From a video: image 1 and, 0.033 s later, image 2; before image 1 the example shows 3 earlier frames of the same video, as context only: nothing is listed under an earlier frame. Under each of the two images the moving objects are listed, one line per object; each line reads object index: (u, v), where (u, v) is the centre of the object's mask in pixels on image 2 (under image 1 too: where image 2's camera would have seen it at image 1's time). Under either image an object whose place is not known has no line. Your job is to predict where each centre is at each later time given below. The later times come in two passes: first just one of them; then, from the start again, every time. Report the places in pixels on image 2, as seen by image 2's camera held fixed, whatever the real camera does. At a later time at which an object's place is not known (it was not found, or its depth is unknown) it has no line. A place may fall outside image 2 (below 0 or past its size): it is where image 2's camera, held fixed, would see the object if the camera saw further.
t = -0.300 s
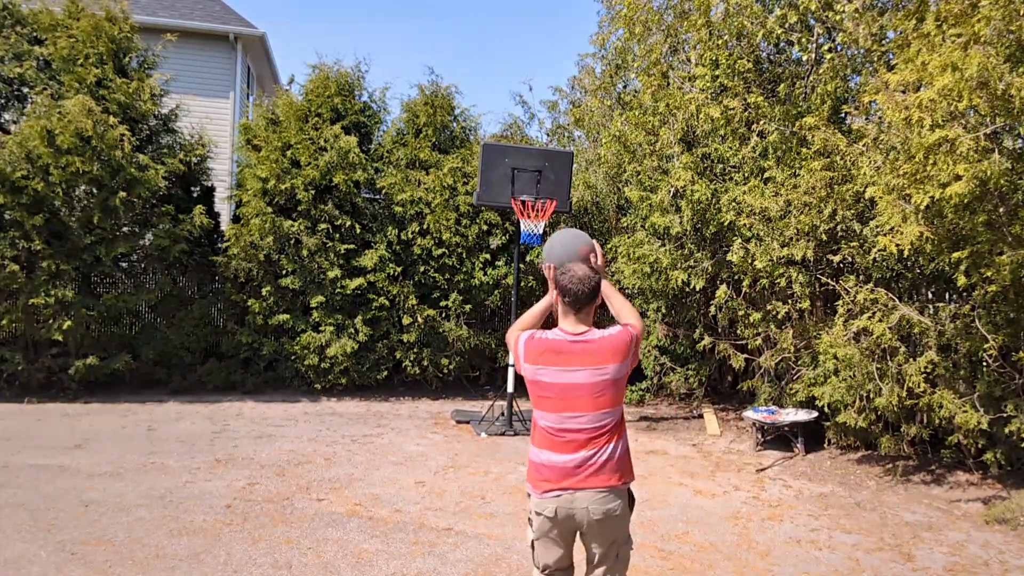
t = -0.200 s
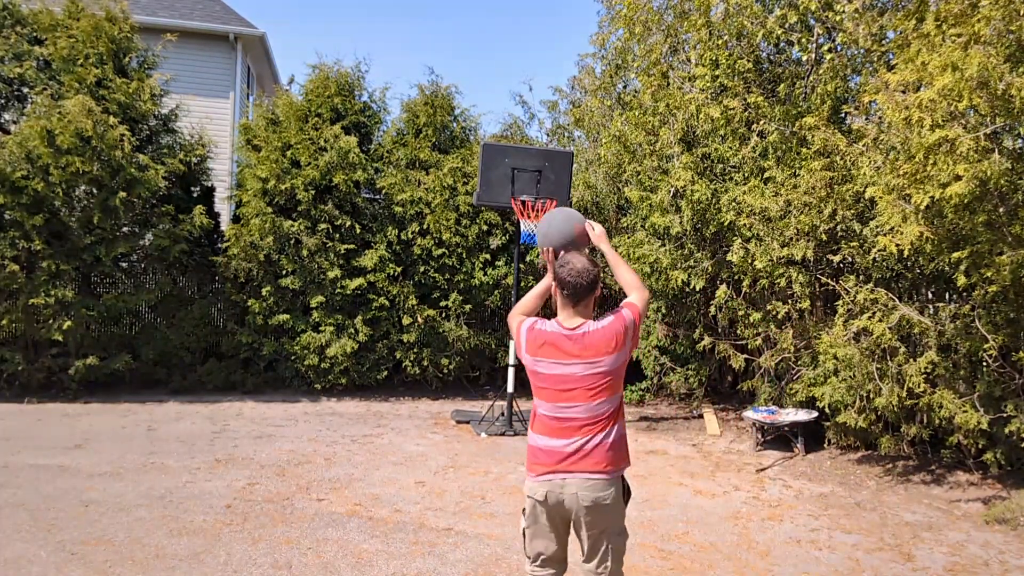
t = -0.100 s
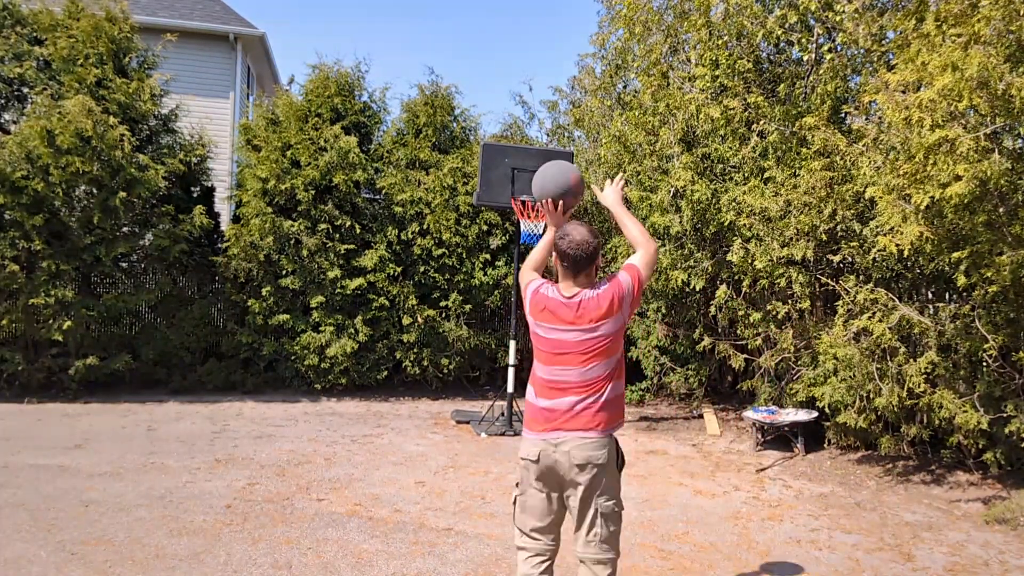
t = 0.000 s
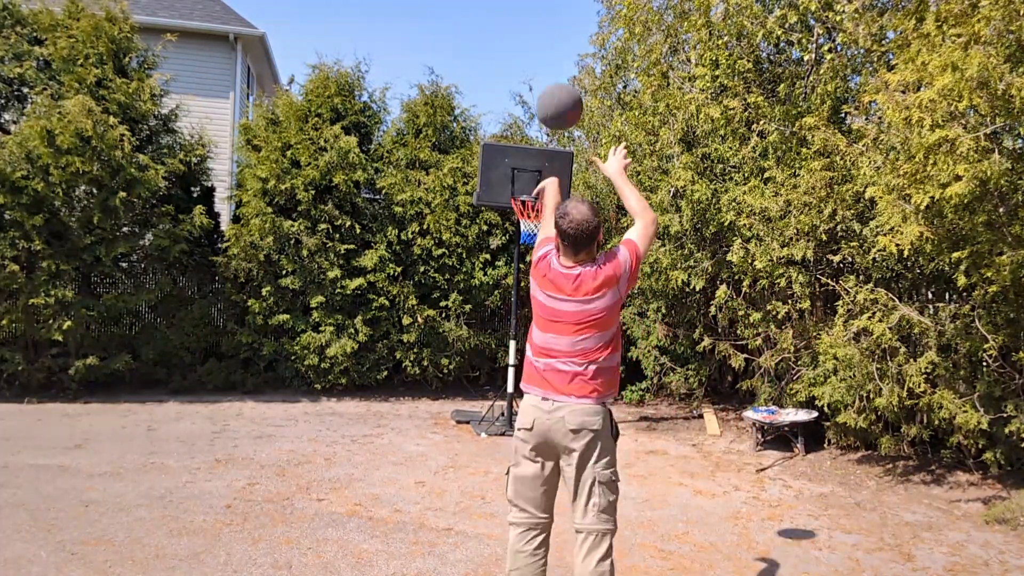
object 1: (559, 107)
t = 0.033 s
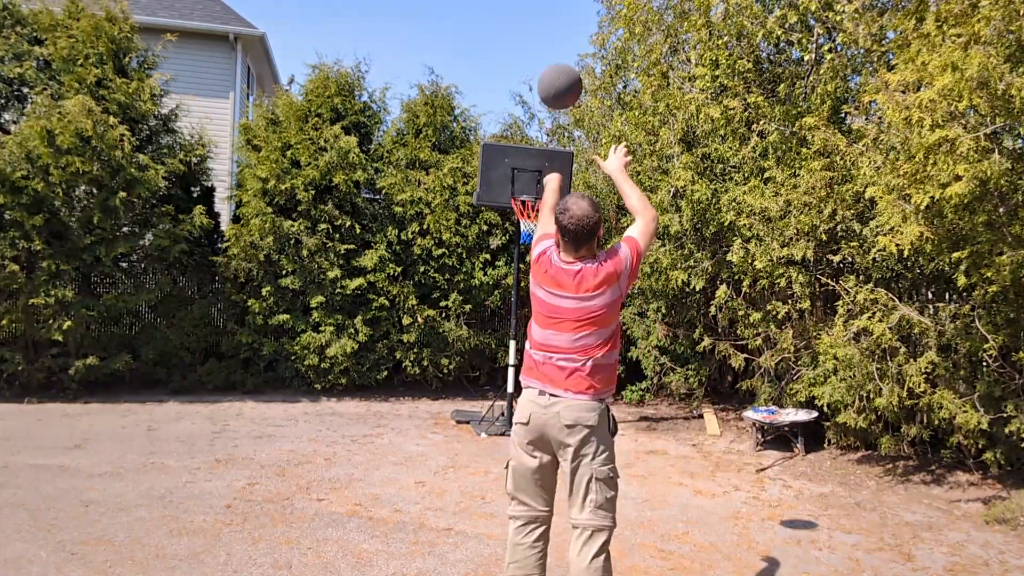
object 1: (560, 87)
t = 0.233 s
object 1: (559, 25)
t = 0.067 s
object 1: (560, 69)
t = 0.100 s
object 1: (560, 56)
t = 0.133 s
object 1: (560, 44)
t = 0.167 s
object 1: (560, 36)
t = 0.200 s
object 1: (560, 29)
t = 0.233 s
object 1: (559, 25)
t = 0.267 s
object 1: (559, 23)
